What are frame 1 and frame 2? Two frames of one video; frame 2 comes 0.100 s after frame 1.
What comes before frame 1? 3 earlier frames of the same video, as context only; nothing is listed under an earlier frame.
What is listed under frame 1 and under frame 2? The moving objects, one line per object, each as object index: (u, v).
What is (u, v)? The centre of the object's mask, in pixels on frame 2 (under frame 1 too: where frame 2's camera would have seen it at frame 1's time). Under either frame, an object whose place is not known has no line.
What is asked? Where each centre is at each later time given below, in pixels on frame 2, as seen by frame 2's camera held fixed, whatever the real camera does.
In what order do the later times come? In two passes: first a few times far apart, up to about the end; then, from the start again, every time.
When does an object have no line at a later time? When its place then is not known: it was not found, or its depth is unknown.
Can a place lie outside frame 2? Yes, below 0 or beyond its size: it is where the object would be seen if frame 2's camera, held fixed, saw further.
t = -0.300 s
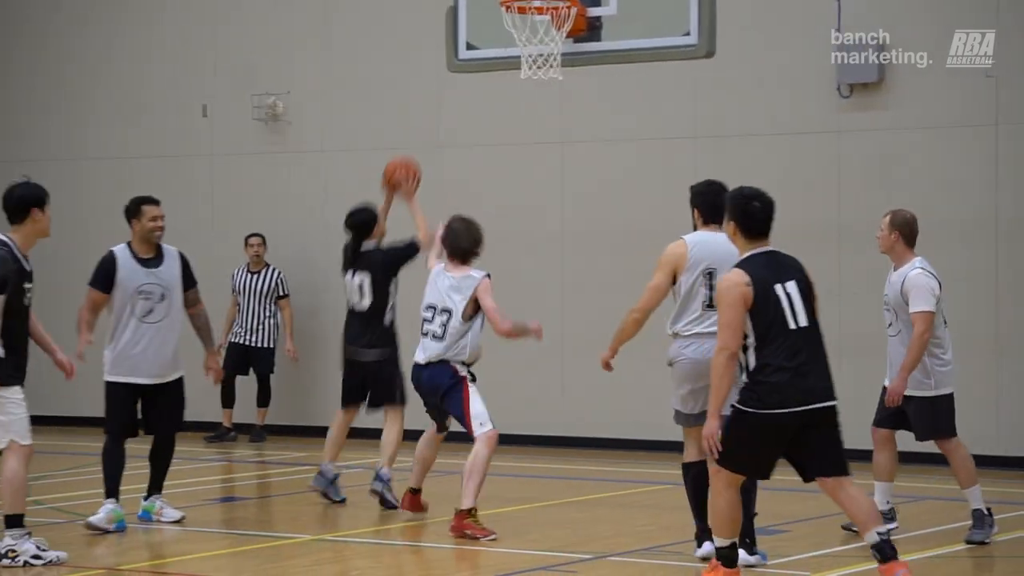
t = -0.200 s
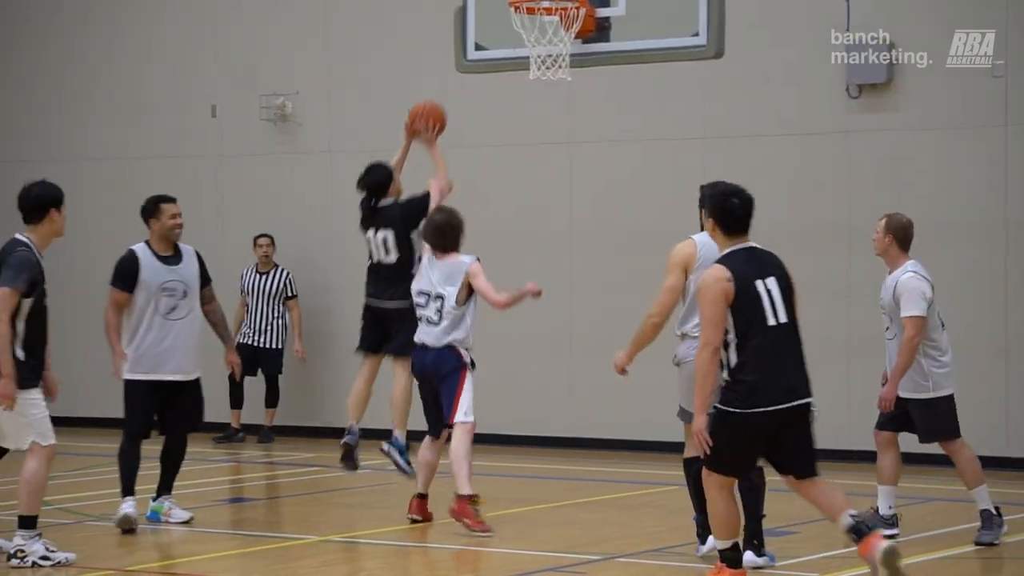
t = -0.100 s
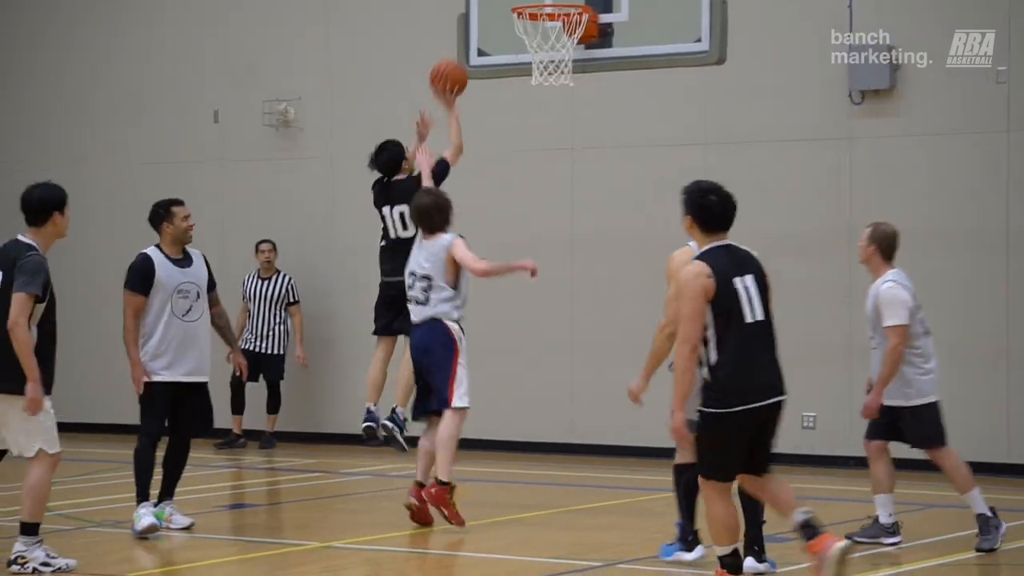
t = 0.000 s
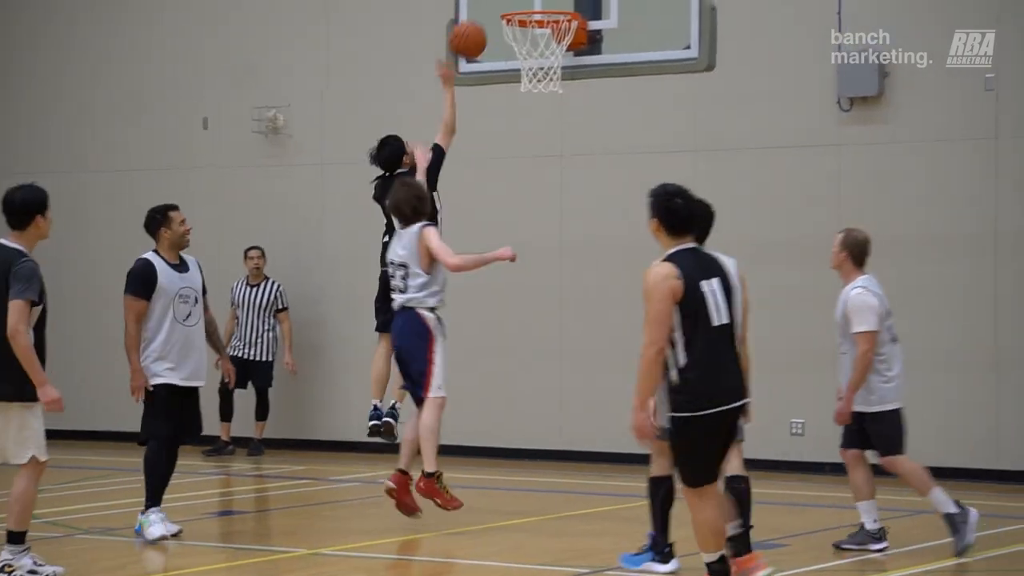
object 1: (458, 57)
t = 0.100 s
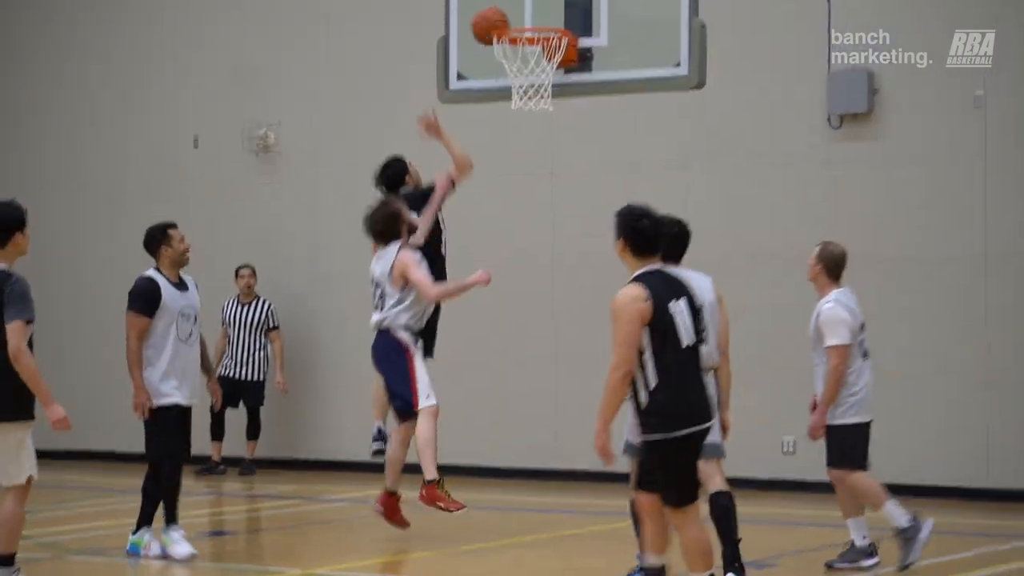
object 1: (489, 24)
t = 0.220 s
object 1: (528, 9)
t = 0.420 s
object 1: (527, 24)
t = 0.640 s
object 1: (523, 89)
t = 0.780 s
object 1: (521, 127)
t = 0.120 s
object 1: (495, 19)
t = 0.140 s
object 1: (502, 15)
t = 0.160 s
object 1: (509, 13)
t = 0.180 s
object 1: (515, 11)
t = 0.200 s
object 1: (522, 10)
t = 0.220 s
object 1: (528, 9)
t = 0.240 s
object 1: (530, 9)
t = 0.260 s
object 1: (530, 8)
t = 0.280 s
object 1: (530, 9)
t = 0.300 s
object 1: (529, 9)
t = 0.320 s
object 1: (529, 10)
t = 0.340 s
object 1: (529, 12)
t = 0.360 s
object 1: (528, 13)
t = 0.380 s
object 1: (528, 15)
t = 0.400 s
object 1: (528, 17)
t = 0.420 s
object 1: (527, 24)
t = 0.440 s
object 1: (526, 32)
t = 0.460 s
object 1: (526, 38)
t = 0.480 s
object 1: (525, 47)
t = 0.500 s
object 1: (524, 52)
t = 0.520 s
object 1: (524, 58)
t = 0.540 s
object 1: (524, 66)
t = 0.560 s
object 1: (523, 71)
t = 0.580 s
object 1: (520, 74)
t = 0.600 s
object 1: (521, 87)
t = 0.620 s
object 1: (523, 89)
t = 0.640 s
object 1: (523, 89)
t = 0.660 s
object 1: (523, 91)
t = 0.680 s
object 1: (522, 94)
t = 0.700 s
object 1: (522, 98)
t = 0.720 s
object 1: (522, 104)
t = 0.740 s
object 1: (522, 110)
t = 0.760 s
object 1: (522, 118)
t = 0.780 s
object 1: (521, 127)
